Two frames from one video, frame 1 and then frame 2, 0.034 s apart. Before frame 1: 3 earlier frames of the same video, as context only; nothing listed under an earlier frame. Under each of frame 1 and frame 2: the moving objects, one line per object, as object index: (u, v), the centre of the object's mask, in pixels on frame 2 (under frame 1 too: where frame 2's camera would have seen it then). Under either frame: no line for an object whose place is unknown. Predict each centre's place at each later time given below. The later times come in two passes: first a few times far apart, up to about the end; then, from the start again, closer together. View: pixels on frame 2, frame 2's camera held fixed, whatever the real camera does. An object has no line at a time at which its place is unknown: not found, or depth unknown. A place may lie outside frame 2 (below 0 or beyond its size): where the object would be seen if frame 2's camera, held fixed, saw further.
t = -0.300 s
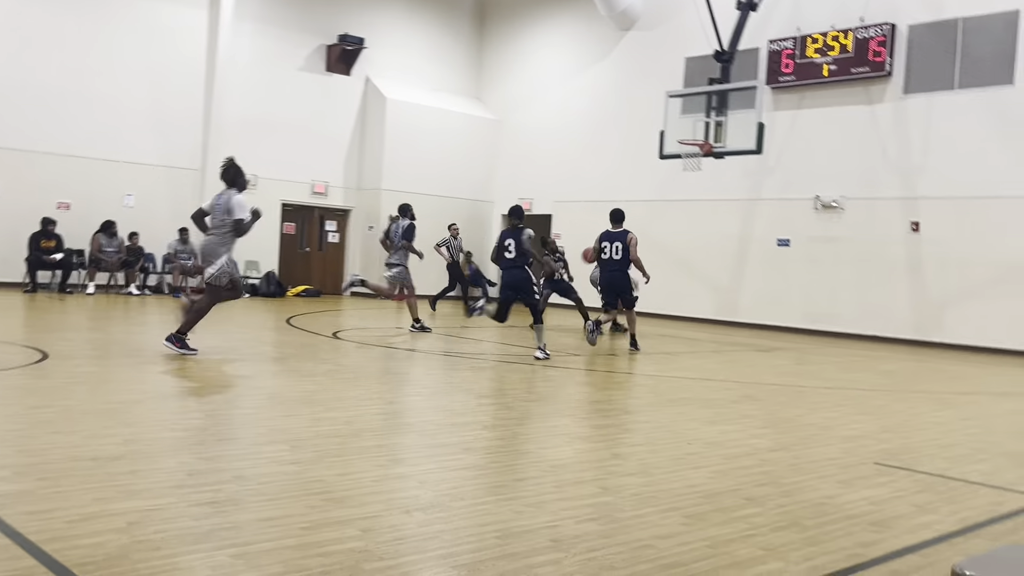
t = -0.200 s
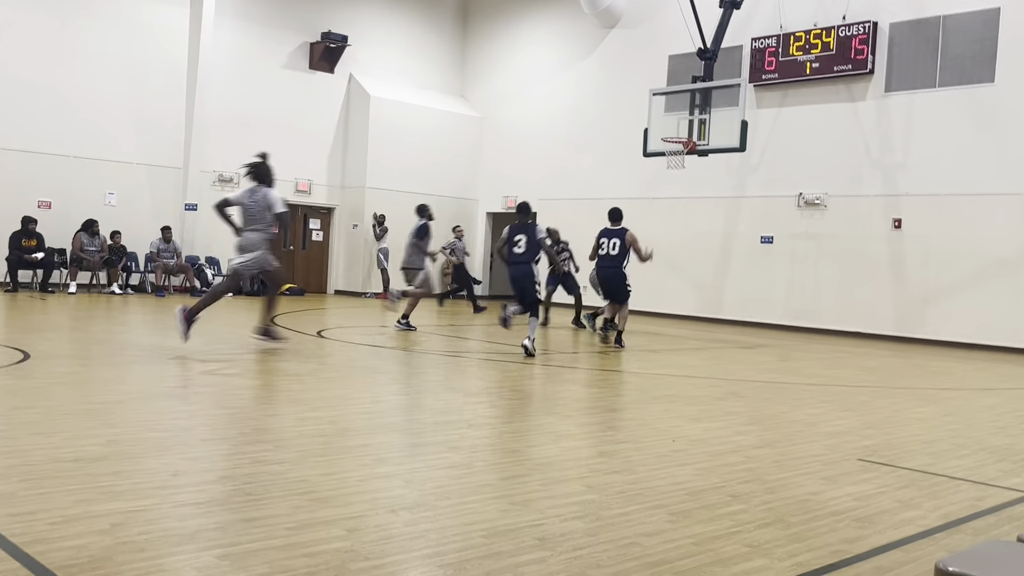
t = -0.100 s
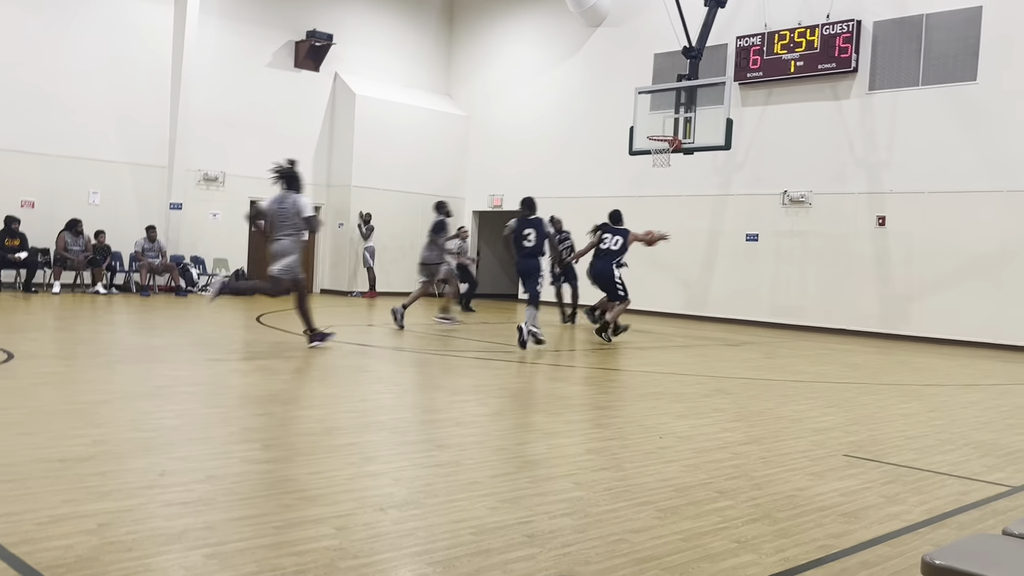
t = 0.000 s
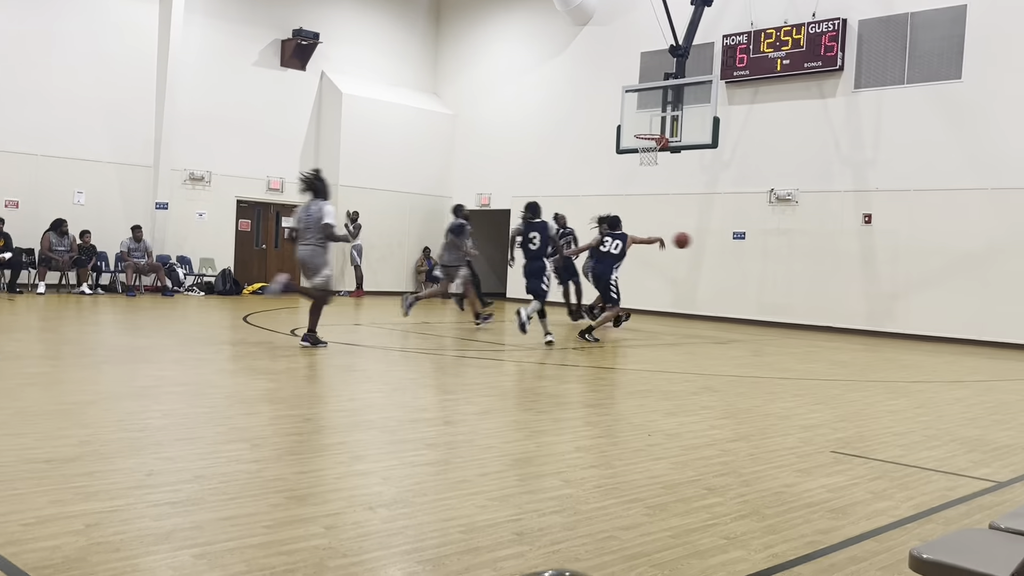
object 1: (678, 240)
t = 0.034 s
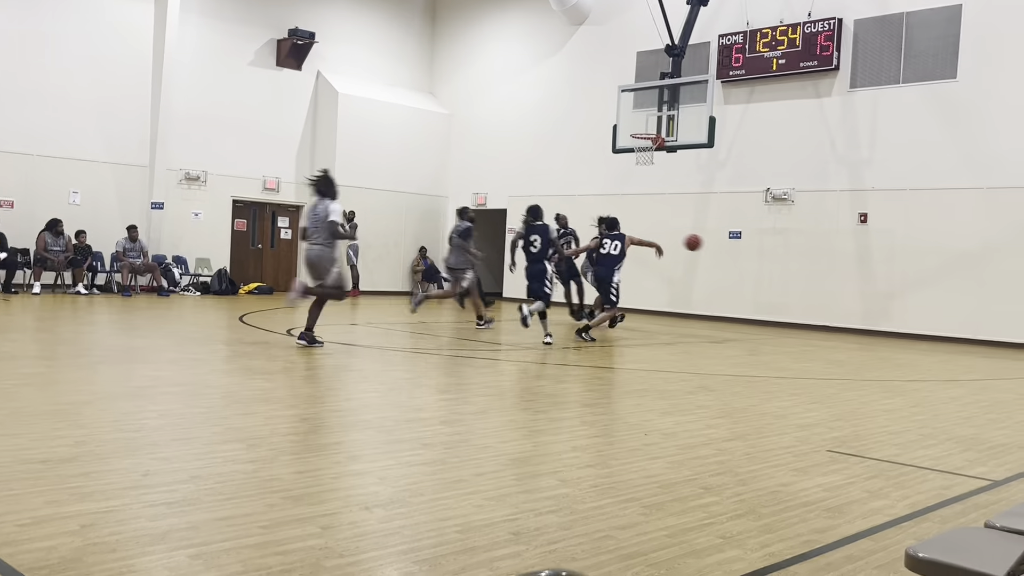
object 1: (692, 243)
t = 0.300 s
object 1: (814, 294)
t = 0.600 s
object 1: (938, 311)
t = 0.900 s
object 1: (1049, 290)
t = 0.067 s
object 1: (707, 246)
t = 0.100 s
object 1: (723, 250)
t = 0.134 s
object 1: (738, 255)
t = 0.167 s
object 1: (753, 262)
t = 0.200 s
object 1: (768, 269)
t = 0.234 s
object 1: (783, 276)
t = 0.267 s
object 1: (799, 285)
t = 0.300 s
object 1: (814, 294)
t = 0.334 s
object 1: (830, 305)
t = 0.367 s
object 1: (845, 316)
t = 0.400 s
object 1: (862, 328)
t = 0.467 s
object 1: (890, 341)
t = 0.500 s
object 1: (902, 333)
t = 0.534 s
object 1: (914, 324)
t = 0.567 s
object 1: (926, 317)
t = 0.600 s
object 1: (938, 311)
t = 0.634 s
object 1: (950, 305)
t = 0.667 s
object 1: (962, 300)
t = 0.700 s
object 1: (975, 296)
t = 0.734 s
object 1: (987, 293)
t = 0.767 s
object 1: (999, 290)
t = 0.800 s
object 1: (1011, 289)
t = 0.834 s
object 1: (1024, 288)
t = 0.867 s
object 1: (1036, 288)
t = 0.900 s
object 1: (1049, 290)
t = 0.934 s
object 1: (1061, 292)
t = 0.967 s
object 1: (1074, 294)
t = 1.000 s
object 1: (1086, 298)
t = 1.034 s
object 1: (1097, 303)
